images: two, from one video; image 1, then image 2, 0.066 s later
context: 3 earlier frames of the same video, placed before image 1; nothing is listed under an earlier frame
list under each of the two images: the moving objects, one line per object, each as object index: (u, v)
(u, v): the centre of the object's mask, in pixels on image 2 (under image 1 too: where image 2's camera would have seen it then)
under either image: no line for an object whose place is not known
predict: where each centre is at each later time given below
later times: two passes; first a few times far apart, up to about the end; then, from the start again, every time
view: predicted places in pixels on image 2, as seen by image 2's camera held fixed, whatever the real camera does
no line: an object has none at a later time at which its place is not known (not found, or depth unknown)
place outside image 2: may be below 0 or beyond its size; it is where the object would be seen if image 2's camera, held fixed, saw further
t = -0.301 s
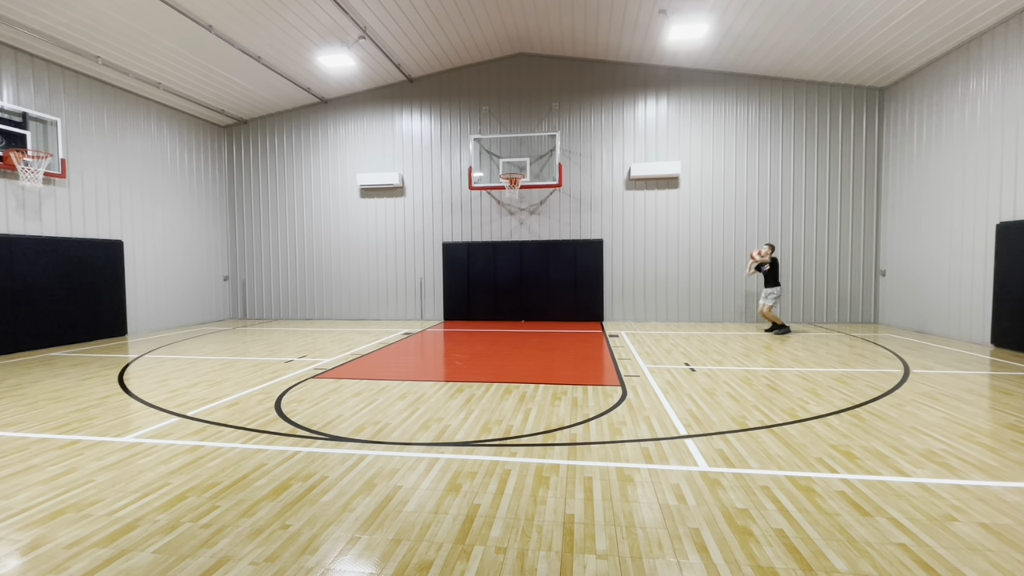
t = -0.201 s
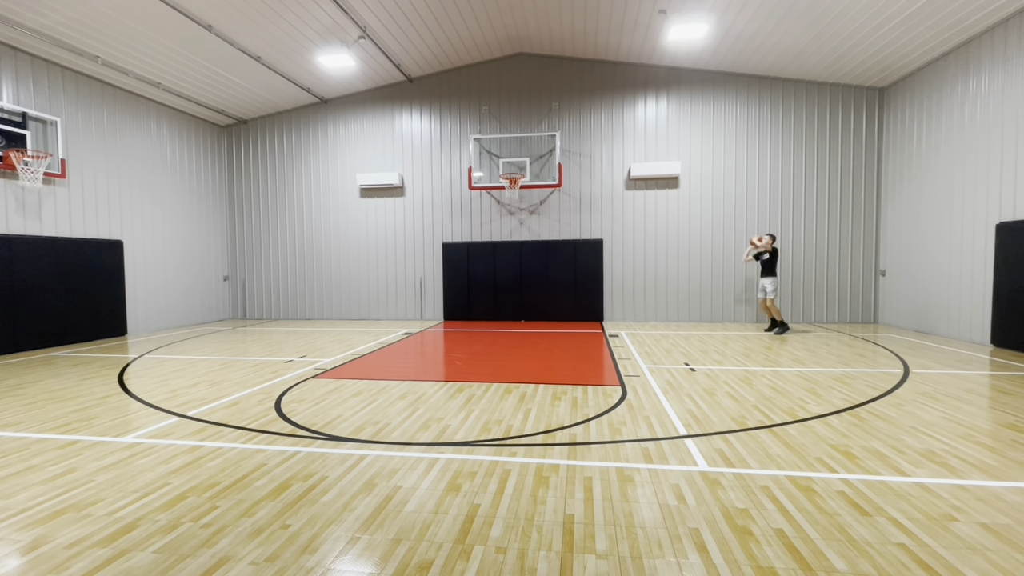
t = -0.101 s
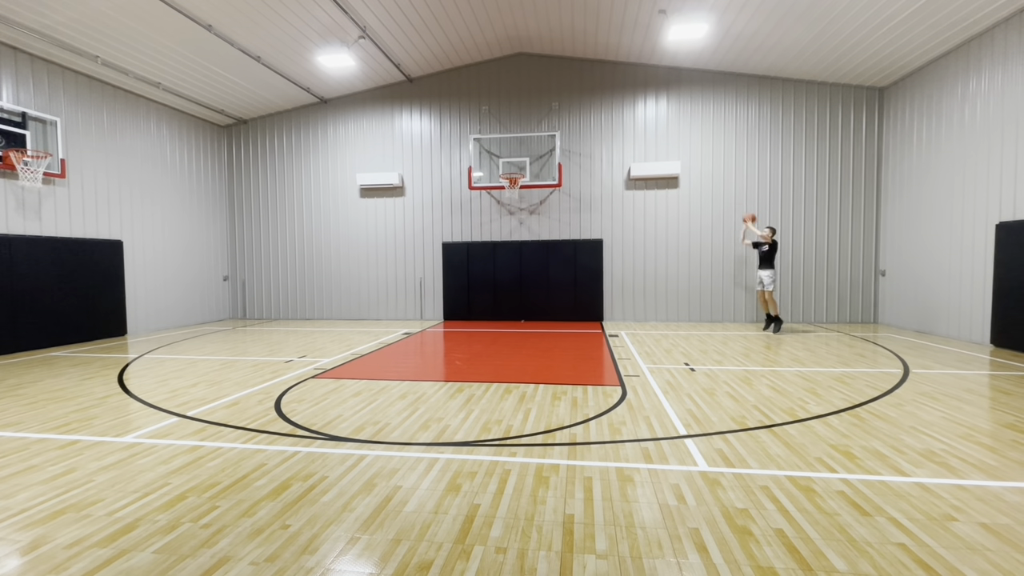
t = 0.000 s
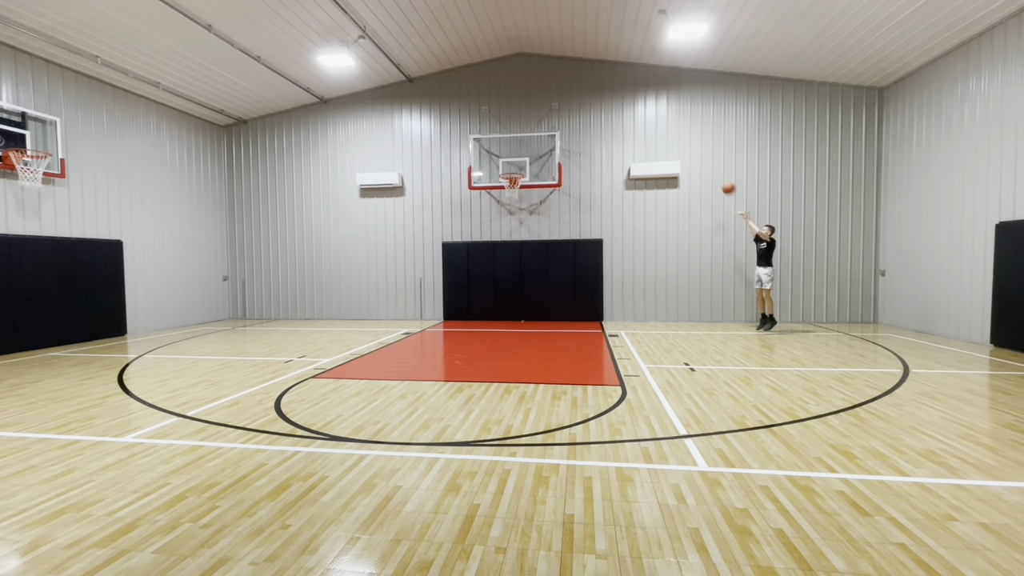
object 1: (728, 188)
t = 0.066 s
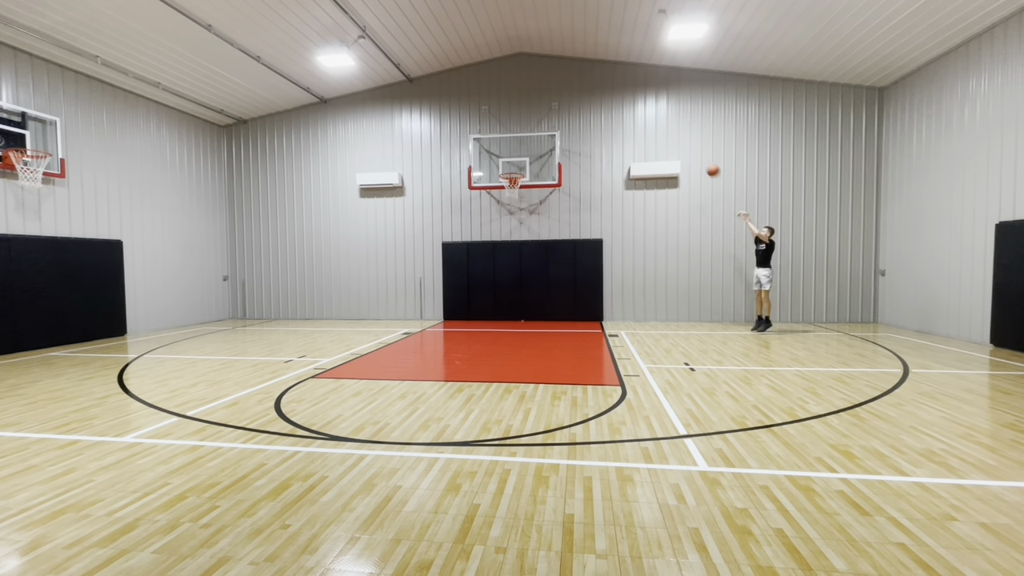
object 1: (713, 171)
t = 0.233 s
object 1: (675, 138)
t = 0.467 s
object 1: (623, 117)
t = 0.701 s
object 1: (574, 125)
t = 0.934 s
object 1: (527, 161)
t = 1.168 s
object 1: (497, 193)
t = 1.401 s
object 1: (485, 223)
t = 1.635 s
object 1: (473, 279)
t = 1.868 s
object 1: (468, 304)
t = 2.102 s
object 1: (475, 267)
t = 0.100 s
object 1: (705, 163)
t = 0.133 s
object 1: (697, 156)
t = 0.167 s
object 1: (690, 149)
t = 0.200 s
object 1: (682, 143)
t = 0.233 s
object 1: (675, 138)
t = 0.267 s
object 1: (667, 133)
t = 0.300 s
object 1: (660, 129)
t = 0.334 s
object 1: (652, 125)
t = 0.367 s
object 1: (645, 122)
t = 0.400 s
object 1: (638, 120)
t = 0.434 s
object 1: (631, 118)
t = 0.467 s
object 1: (623, 117)
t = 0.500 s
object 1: (616, 117)
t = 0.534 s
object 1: (609, 117)
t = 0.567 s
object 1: (602, 117)
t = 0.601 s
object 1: (595, 118)
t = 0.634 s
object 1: (588, 120)
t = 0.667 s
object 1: (581, 123)
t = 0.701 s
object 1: (574, 125)
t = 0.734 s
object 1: (567, 129)
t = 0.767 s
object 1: (560, 133)
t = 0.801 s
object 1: (553, 137)
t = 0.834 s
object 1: (547, 142)
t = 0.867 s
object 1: (540, 148)
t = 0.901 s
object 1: (533, 154)
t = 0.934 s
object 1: (527, 161)
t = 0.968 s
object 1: (521, 167)
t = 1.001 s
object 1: (514, 174)
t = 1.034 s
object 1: (512, 179)
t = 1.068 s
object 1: (503, 187)
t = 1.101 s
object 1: (500, 189)
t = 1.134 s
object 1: (499, 191)
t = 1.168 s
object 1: (497, 193)
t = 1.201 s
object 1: (495, 196)
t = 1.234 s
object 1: (493, 199)
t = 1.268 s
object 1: (492, 202)
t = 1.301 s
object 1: (490, 207)
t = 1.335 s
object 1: (488, 212)
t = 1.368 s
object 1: (486, 217)
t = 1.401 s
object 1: (485, 223)
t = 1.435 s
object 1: (483, 230)
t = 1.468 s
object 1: (481, 237)
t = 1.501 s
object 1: (480, 244)
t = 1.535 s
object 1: (478, 252)
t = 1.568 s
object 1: (476, 260)
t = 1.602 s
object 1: (474, 269)
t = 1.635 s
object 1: (473, 279)
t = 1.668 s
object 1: (471, 289)
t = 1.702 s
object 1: (469, 299)
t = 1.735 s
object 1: (467, 310)
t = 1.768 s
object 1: (466, 319)
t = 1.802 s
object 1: (466, 318)
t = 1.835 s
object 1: (467, 311)
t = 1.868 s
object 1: (468, 304)
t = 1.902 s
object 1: (469, 297)
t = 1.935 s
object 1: (470, 291)
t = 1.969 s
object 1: (471, 285)
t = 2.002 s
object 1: (472, 280)
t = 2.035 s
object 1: (473, 275)
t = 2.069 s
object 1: (474, 271)
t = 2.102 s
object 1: (475, 267)
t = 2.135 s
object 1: (477, 263)
